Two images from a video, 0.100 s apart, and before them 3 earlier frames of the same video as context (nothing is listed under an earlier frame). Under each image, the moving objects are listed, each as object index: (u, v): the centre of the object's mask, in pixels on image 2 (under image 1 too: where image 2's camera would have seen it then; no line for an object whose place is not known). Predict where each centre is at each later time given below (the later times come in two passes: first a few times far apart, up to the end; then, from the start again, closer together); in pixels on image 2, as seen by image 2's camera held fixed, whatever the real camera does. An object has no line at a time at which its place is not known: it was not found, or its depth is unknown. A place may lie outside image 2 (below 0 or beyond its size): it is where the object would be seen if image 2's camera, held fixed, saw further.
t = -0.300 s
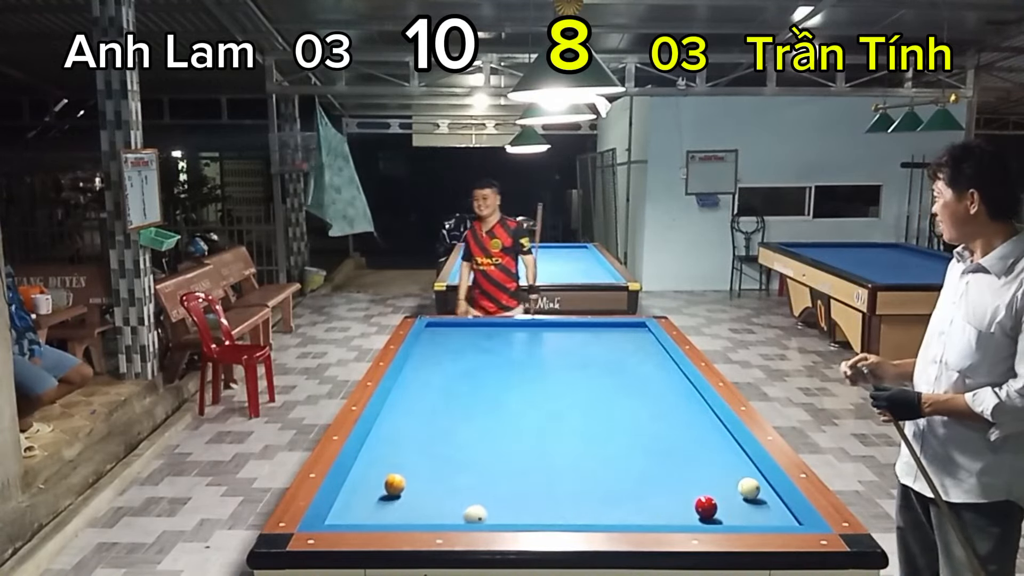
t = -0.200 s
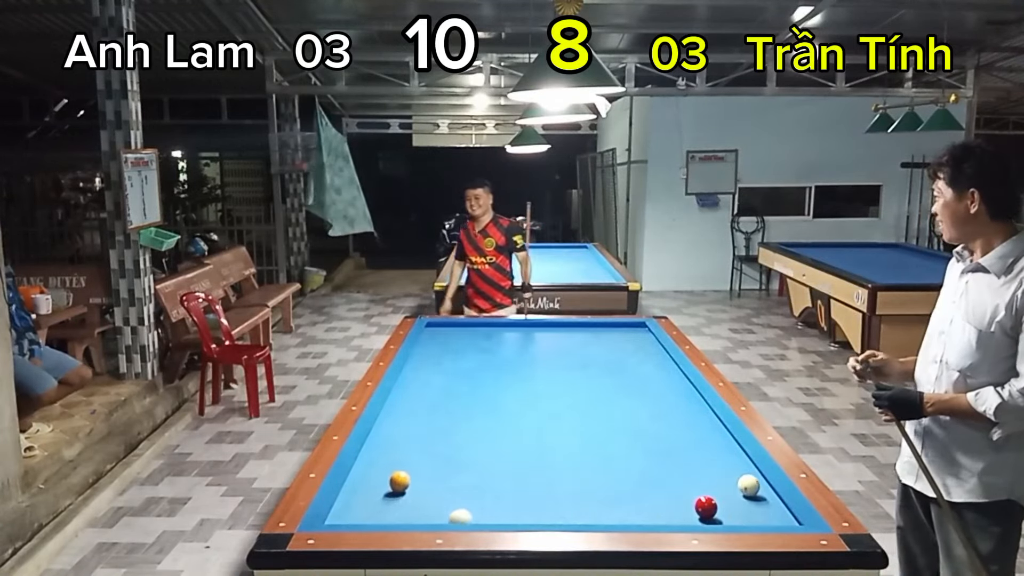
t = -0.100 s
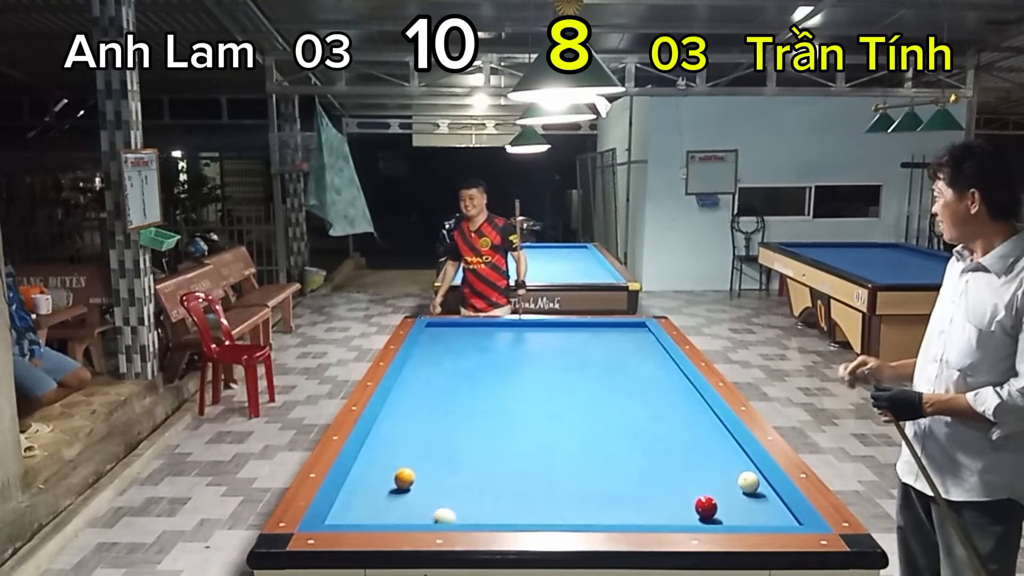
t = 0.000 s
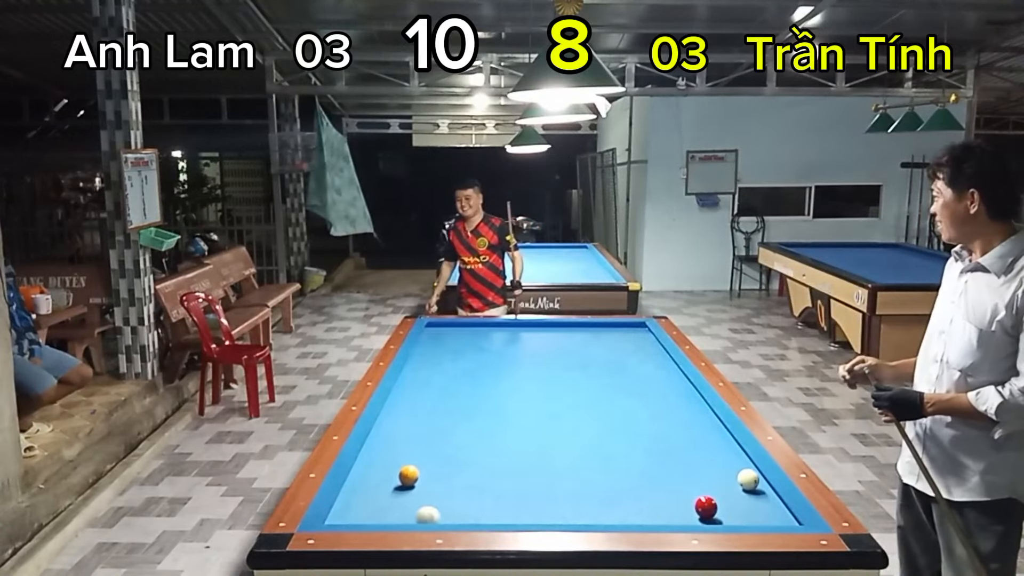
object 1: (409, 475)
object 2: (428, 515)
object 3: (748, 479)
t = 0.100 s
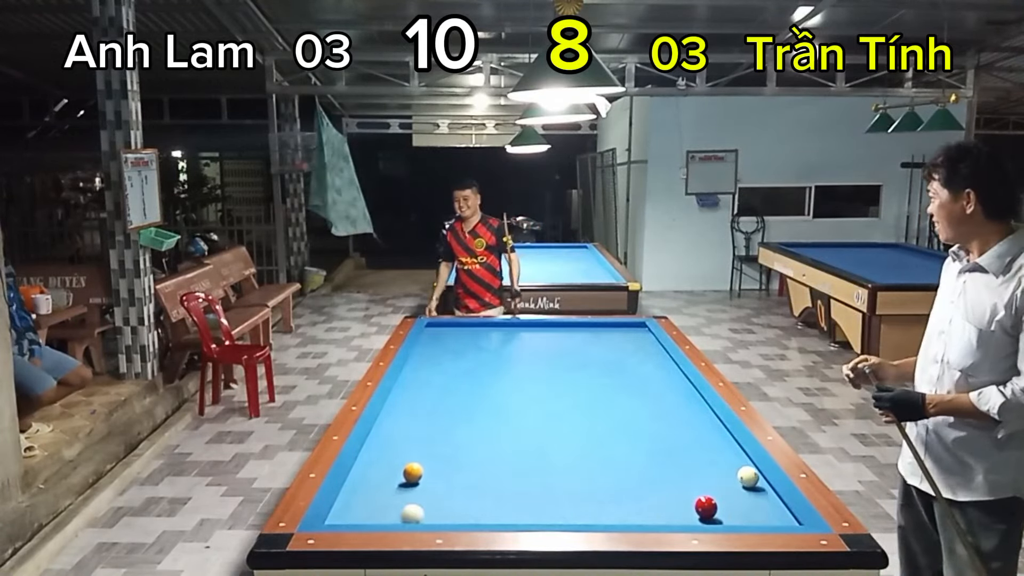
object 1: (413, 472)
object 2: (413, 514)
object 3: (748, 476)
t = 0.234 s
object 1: (418, 469)
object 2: (391, 512)
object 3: (748, 473)
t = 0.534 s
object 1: (429, 461)
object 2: (346, 508)
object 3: (745, 466)
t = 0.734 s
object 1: (436, 456)
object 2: (361, 502)
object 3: (739, 462)
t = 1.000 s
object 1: (444, 451)
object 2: (385, 495)
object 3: (733, 458)
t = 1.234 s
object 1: (451, 446)
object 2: (404, 488)
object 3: (728, 454)
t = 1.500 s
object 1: (458, 441)
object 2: (424, 481)
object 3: (722, 451)
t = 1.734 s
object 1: (465, 438)
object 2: (440, 476)
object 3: (718, 448)
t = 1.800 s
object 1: (466, 437)
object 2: (444, 475)
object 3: (717, 448)
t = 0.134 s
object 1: (414, 472)
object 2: (407, 513)
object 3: (748, 475)
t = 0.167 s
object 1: (416, 470)
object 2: (402, 513)
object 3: (748, 475)
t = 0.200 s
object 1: (417, 470)
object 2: (396, 513)
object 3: (748, 474)
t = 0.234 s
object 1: (418, 469)
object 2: (391, 512)
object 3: (748, 473)
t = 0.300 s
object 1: (421, 467)
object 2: (381, 512)
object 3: (748, 471)
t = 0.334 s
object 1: (422, 466)
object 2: (376, 511)
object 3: (748, 470)
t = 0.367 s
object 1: (423, 465)
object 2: (371, 511)
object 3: (748, 469)
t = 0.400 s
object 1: (424, 464)
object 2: (366, 510)
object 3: (748, 468)
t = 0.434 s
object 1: (426, 464)
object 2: (361, 510)
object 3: (748, 468)
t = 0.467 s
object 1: (427, 463)
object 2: (356, 509)
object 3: (747, 467)
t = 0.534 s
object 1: (429, 461)
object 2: (346, 508)
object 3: (745, 466)
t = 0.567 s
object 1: (431, 460)
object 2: (345, 507)
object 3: (745, 465)
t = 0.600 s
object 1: (432, 459)
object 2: (348, 506)
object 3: (744, 465)
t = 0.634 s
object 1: (433, 459)
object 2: (352, 505)
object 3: (742, 464)
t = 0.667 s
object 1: (434, 458)
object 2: (355, 504)
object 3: (741, 463)
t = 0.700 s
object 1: (435, 457)
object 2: (358, 503)
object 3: (740, 463)
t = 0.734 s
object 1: (436, 456)
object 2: (361, 502)
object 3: (739, 462)
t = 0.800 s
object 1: (438, 455)
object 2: (367, 500)
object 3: (738, 461)
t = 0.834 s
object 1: (439, 454)
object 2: (370, 499)
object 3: (737, 460)
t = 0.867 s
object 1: (441, 453)
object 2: (373, 498)
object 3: (736, 460)
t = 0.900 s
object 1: (442, 453)
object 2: (376, 497)
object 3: (735, 459)
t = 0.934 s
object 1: (443, 452)
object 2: (379, 496)
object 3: (734, 459)
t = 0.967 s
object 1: (444, 451)
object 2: (382, 495)
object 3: (734, 458)
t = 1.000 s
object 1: (444, 451)
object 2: (385, 495)
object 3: (733, 458)
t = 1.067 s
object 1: (446, 449)
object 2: (390, 492)
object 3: (731, 457)
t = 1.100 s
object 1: (447, 449)
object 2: (393, 492)
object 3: (731, 456)
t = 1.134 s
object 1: (448, 448)
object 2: (396, 491)
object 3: (730, 456)
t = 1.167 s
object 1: (449, 447)
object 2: (399, 490)
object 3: (729, 456)
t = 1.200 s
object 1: (450, 447)
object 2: (401, 489)
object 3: (729, 455)
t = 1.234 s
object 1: (451, 446)
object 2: (404, 488)
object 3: (728, 454)
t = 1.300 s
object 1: (453, 445)
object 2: (409, 487)
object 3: (726, 454)
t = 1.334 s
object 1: (454, 444)
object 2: (411, 486)
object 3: (726, 453)
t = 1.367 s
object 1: (455, 444)
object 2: (414, 485)
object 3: (725, 453)
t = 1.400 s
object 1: (456, 443)
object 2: (417, 484)
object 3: (725, 452)
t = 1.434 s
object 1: (457, 442)
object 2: (419, 483)
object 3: (724, 452)
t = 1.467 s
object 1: (458, 442)
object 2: (421, 482)
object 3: (723, 452)
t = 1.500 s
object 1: (458, 441)
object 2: (424, 481)
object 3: (722, 451)
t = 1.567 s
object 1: (460, 440)
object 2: (429, 480)
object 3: (721, 450)
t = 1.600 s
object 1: (461, 440)
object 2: (431, 479)
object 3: (720, 450)
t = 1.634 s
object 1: (462, 439)
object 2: (433, 479)
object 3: (720, 450)
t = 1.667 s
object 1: (463, 439)
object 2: (435, 478)
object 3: (719, 449)
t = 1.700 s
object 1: (464, 438)
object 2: (438, 477)
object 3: (719, 449)
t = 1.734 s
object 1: (465, 438)
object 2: (440, 476)
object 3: (718, 448)
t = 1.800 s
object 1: (466, 437)
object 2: (444, 475)
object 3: (717, 448)
